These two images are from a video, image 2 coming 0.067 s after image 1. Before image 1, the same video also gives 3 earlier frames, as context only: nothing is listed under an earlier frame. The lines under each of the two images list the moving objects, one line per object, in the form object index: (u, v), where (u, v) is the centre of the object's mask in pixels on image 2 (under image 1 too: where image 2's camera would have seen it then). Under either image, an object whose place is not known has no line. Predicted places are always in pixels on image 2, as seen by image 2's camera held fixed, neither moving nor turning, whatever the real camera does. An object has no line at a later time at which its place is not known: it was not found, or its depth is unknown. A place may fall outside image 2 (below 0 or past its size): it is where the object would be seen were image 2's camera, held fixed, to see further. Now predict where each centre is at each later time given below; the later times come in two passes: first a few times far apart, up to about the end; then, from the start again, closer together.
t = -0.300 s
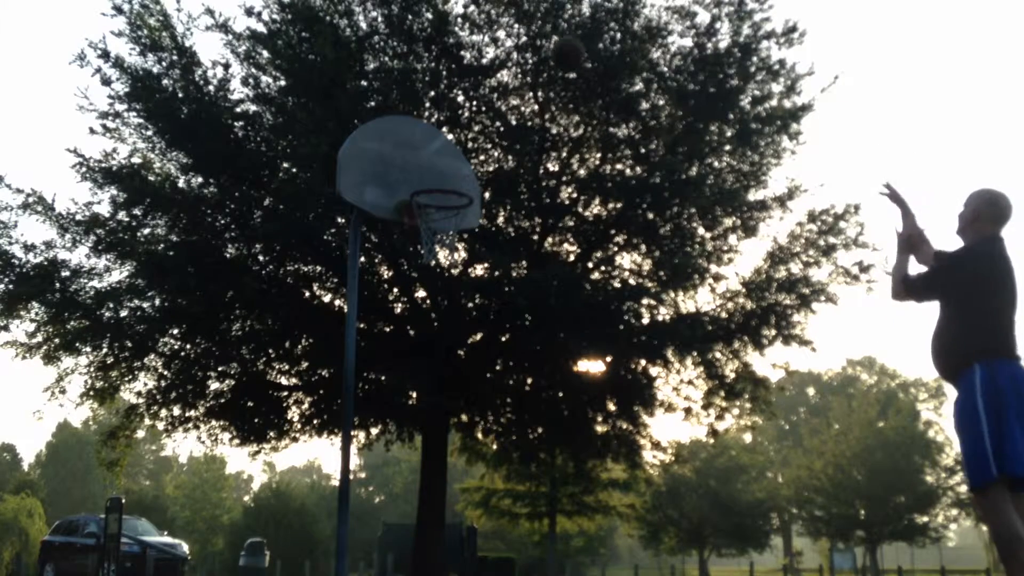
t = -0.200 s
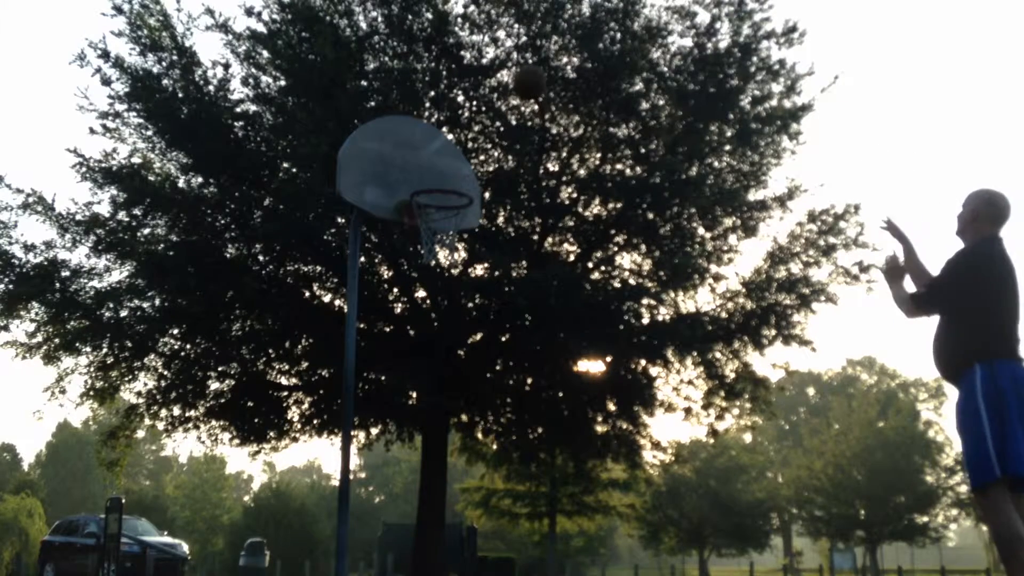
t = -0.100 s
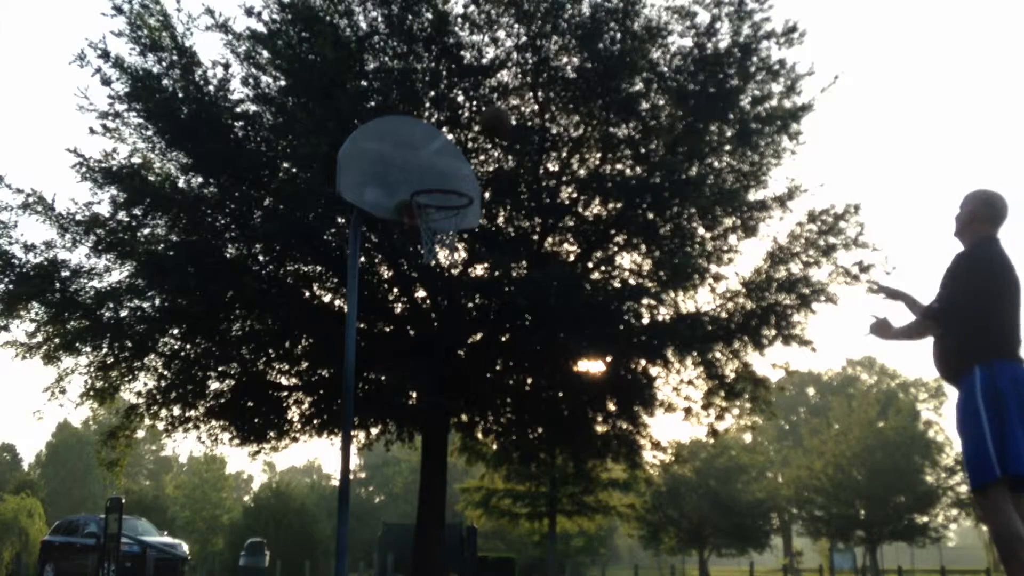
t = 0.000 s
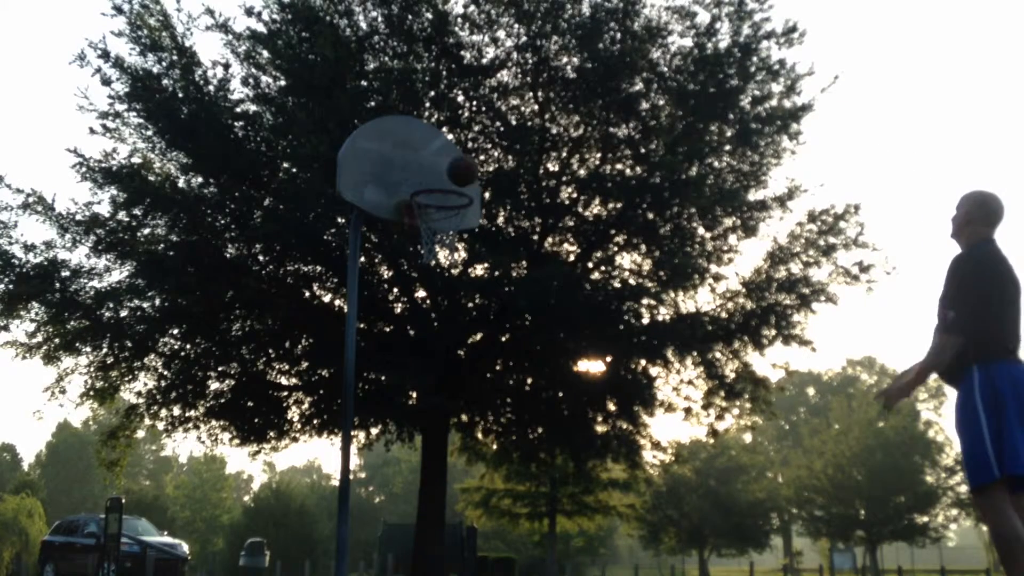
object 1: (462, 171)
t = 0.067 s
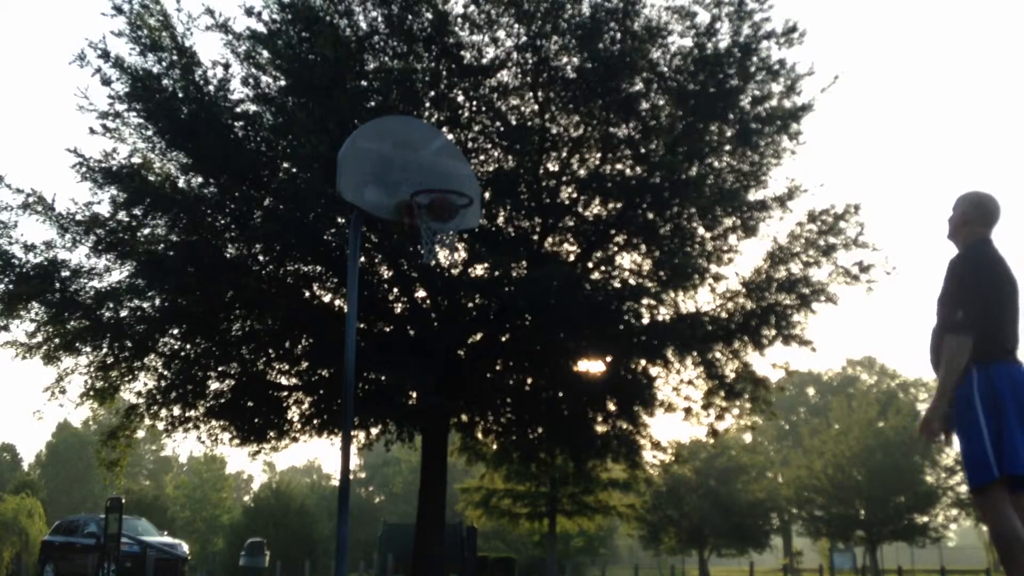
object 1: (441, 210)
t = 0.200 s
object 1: (418, 251)
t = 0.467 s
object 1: (380, 371)
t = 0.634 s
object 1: (352, 506)
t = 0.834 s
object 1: (341, 518)
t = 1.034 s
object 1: (352, 415)
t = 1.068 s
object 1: (353, 407)
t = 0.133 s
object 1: (434, 242)
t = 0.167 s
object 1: (428, 248)
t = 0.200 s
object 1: (418, 251)
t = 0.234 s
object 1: (414, 261)
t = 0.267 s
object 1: (410, 270)
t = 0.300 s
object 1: (404, 286)
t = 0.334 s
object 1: (399, 300)
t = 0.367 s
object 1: (395, 316)
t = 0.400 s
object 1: (391, 333)
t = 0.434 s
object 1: (385, 354)
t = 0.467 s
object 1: (380, 371)
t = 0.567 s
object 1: (364, 447)
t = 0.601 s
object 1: (358, 475)
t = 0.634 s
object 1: (352, 506)
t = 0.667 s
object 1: (344, 539)
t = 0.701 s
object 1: (336, 568)
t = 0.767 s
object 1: (336, 564)
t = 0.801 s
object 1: (339, 542)
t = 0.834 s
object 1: (341, 518)
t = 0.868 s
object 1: (344, 497)
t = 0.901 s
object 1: (345, 478)
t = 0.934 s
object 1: (348, 460)
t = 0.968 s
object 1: (349, 443)
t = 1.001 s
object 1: (351, 428)
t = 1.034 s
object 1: (352, 415)
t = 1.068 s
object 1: (353, 407)
